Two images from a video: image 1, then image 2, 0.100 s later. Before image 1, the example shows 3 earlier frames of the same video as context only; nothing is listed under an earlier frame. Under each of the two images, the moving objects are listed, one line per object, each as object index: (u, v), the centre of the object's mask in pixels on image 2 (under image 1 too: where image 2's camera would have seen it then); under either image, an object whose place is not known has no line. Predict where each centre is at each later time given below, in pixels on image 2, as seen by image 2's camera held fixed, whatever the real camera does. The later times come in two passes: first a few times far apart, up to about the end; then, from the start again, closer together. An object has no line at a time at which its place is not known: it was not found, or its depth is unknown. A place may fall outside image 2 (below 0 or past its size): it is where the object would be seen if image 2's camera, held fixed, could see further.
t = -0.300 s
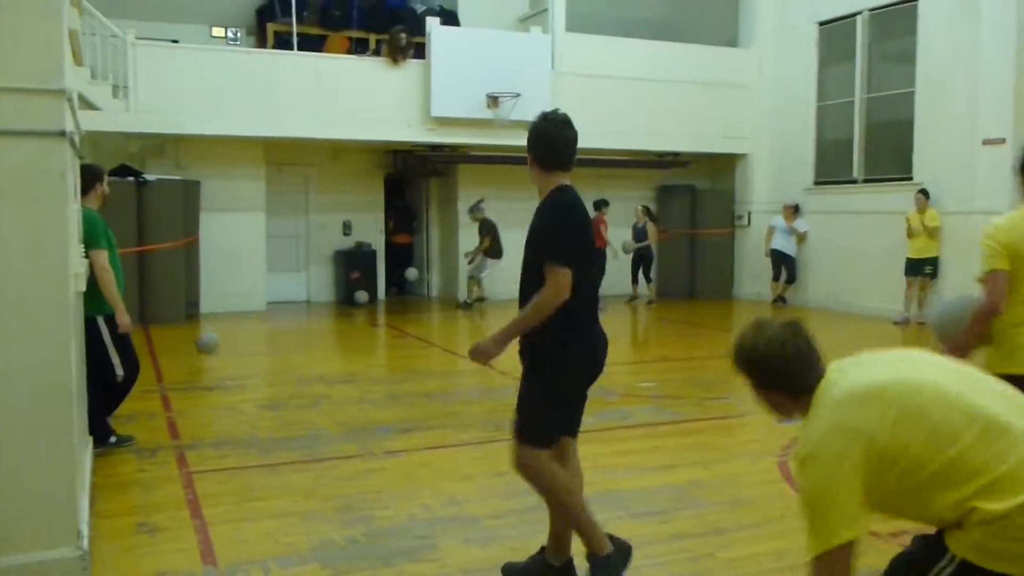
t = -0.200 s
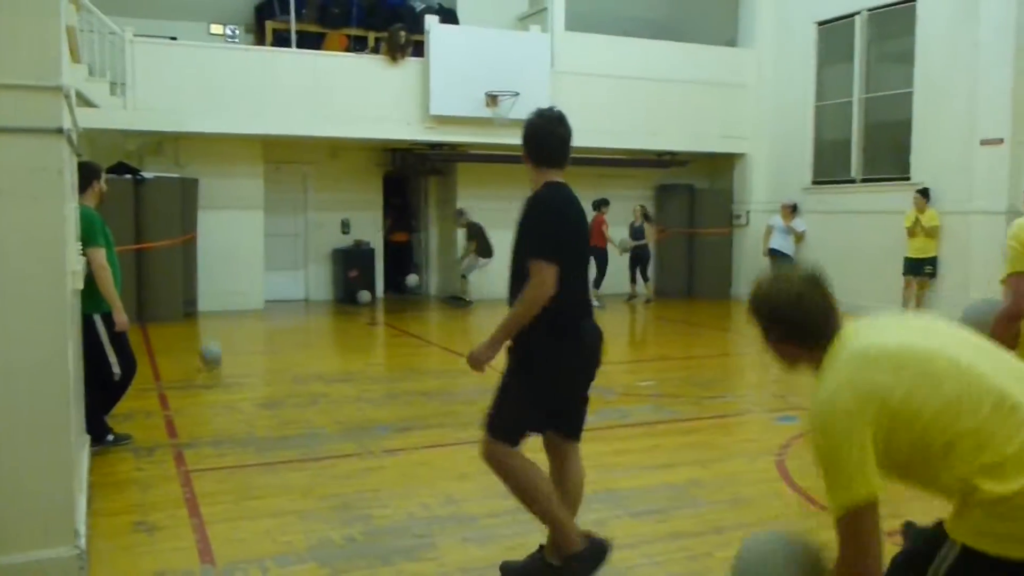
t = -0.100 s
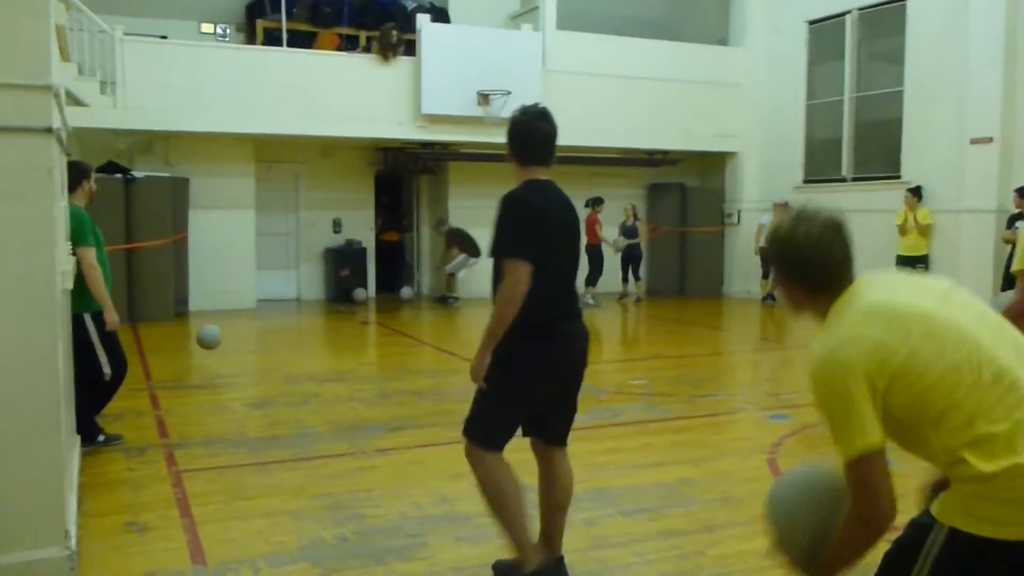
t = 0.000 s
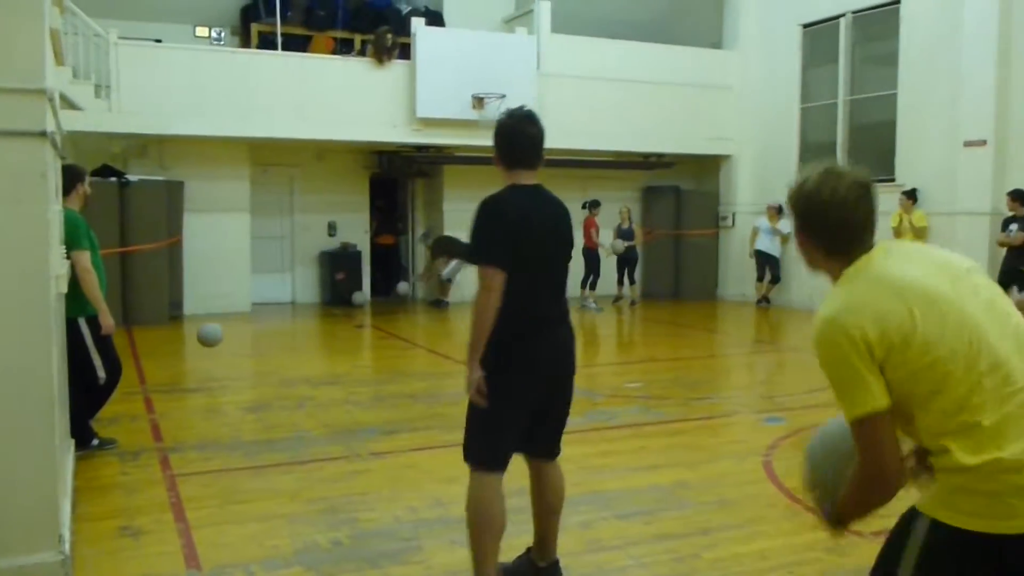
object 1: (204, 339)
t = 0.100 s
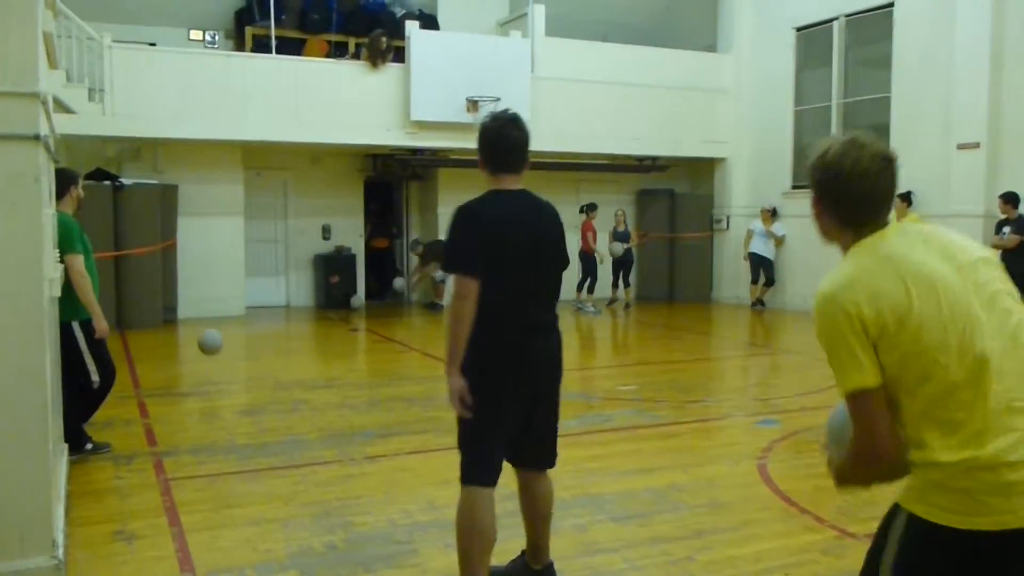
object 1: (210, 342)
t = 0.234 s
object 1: (221, 366)
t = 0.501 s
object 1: (236, 349)
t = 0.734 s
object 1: (250, 361)
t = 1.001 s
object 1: (267, 368)
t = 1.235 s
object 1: (280, 361)
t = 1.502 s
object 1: (297, 364)
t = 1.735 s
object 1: (310, 368)
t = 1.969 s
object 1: (323, 371)
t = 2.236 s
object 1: (339, 377)
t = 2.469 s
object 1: (351, 379)
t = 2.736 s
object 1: (367, 382)
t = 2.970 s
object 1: (380, 384)
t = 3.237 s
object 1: (395, 386)
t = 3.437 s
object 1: (406, 388)
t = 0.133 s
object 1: (213, 346)
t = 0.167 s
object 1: (215, 352)
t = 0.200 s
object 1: (218, 358)
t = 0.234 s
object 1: (221, 366)
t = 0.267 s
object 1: (223, 366)
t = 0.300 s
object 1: (224, 360)
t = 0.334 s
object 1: (226, 356)
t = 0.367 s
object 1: (228, 352)
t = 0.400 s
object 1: (230, 349)
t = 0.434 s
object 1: (232, 348)
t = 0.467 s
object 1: (234, 348)
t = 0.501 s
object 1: (236, 349)
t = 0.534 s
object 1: (238, 350)
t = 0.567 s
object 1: (240, 354)
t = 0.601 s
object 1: (243, 359)
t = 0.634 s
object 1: (245, 363)
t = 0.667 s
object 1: (247, 370)
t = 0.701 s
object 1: (249, 365)
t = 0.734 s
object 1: (250, 361)
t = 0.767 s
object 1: (253, 358)
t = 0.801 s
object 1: (253, 355)
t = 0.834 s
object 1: (256, 354)
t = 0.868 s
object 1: (258, 354)
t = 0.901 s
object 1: (259, 355)
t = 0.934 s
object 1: (262, 358)
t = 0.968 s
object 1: (263, 361)
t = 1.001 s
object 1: (267, 368)
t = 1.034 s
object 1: (269, 371)
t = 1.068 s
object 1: (271, 367)
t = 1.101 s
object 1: (273, 363)
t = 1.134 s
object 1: (275, 361)
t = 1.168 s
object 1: (276, 360)
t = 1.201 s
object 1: (278, 360)
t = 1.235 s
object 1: (280, 361)
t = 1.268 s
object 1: (282, 364)
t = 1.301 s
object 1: (285, 368)
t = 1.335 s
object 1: (287, 373)
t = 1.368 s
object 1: (289, 371)
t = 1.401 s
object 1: (291, 367)
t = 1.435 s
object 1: (293, 365)
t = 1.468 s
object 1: (295, 364)
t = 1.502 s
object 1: (297, 364)
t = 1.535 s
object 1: (299, 366)
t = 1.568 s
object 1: (301, 369)
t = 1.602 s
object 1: (303, 374)
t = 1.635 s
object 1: (305, 374)
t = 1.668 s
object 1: (307, 371)
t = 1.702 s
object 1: (308, 369)
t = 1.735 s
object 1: (310, 368)
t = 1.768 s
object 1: (312, 369)
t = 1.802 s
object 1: (313, 371)
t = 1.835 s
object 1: (315, 374)
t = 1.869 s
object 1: (318, 376)
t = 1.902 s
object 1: (320, 374)
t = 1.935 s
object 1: (321, 372)
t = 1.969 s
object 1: (323, 371)
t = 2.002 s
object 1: (325, 372)
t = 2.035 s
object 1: (327, 374)
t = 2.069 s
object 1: (329, 377)
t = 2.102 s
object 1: (330, 376)
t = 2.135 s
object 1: (332, 374)
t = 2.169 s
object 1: (335, 373)
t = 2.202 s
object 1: (338, 374)
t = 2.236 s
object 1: (339, 377)
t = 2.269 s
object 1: (341, 378)
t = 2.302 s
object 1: (342, 377)
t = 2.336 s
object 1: (344, 376)
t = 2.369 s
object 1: (346, 376)
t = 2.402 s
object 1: (348, 378)
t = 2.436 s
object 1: (349, 380)
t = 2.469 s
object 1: (351, 379)
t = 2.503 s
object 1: (354, 378)
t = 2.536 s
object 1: (355, 379)
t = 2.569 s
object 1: (357, 380)
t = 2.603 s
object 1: (359, 381)
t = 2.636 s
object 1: (360, 380)
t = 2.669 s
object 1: (363, 380)
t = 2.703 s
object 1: (365, 381)
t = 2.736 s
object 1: (367, 382)
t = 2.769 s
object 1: (368, 382)
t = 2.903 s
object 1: (377, 384)
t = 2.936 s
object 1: (378, 384)
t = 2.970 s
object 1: (380, 384)
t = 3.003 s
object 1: (382, 384)
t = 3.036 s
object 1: (384, 384)
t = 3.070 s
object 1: (385, 384)
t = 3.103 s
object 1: (386, 384)
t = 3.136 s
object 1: (388, 385)
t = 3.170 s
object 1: (390, 385)
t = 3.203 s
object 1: (393, 386)
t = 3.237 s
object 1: (395, 386)
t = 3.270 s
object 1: (397, 386)
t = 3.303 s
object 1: (399, 386)
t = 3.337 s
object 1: (401, 386)
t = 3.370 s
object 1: (402, 386)
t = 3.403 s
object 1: (405, 387)
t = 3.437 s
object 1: (406, 388)
